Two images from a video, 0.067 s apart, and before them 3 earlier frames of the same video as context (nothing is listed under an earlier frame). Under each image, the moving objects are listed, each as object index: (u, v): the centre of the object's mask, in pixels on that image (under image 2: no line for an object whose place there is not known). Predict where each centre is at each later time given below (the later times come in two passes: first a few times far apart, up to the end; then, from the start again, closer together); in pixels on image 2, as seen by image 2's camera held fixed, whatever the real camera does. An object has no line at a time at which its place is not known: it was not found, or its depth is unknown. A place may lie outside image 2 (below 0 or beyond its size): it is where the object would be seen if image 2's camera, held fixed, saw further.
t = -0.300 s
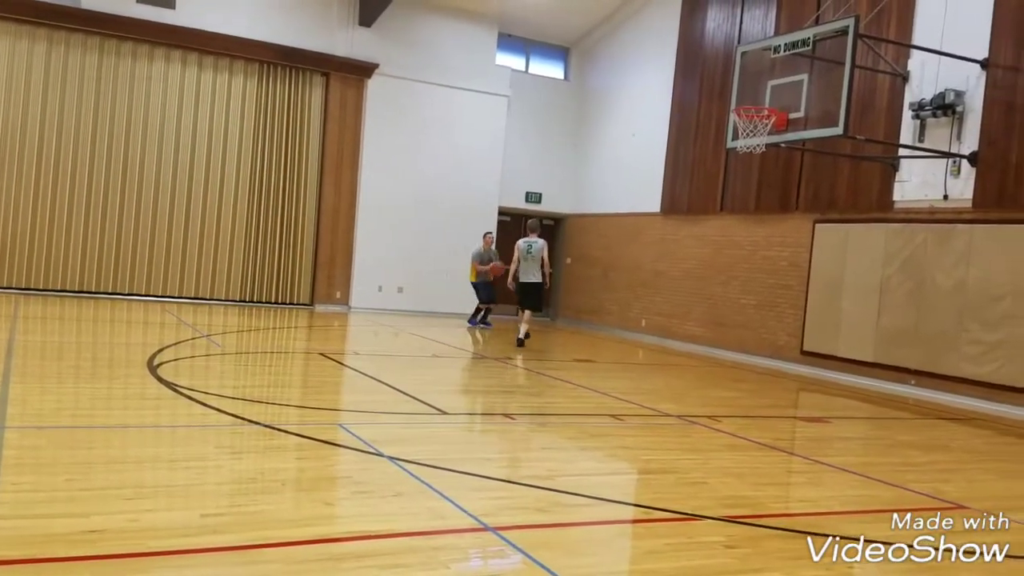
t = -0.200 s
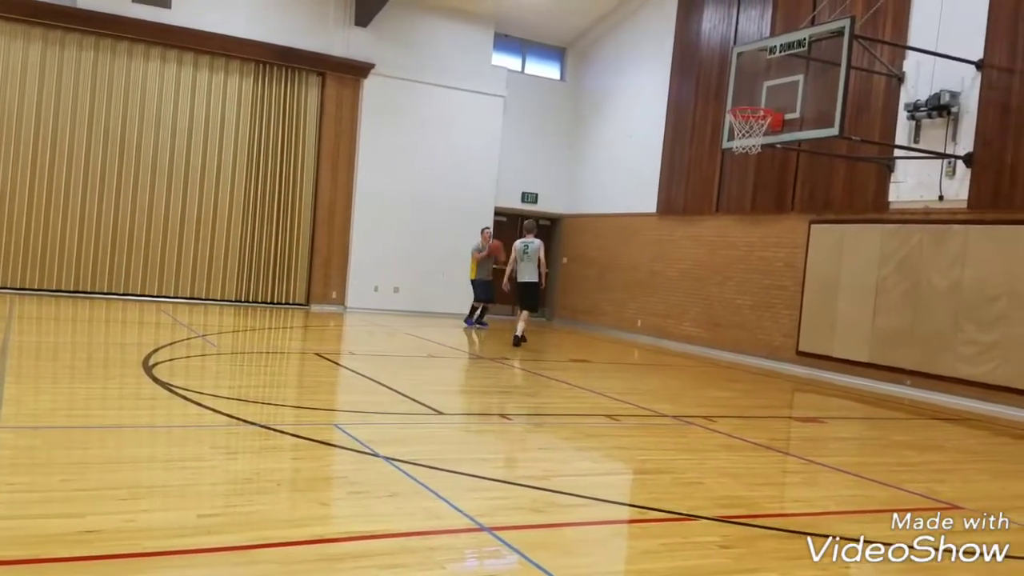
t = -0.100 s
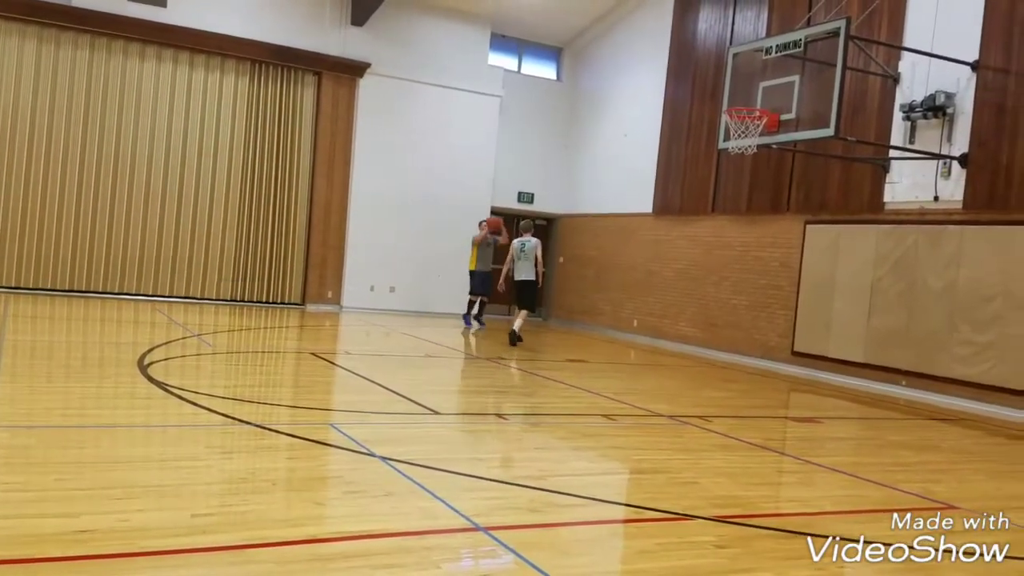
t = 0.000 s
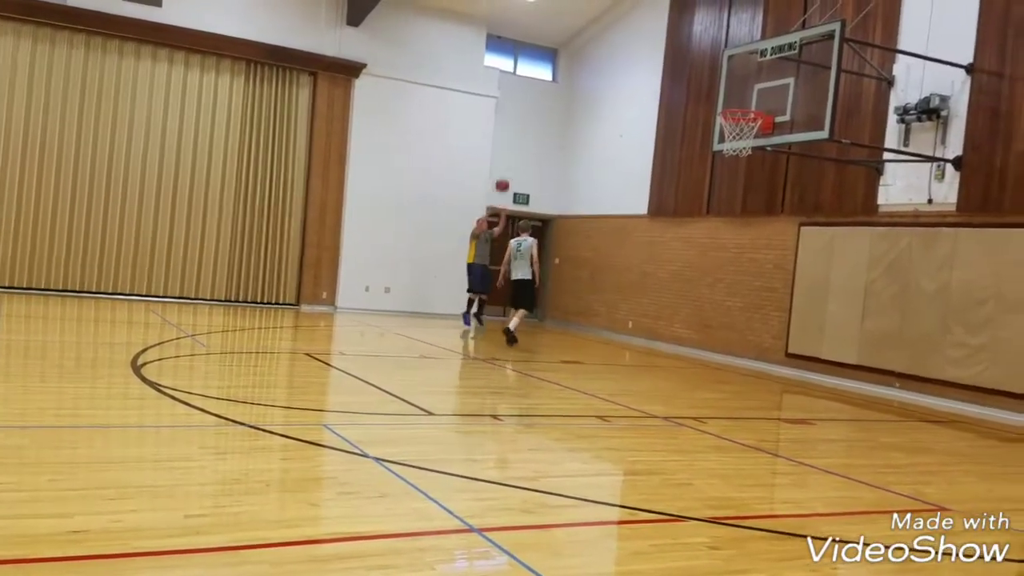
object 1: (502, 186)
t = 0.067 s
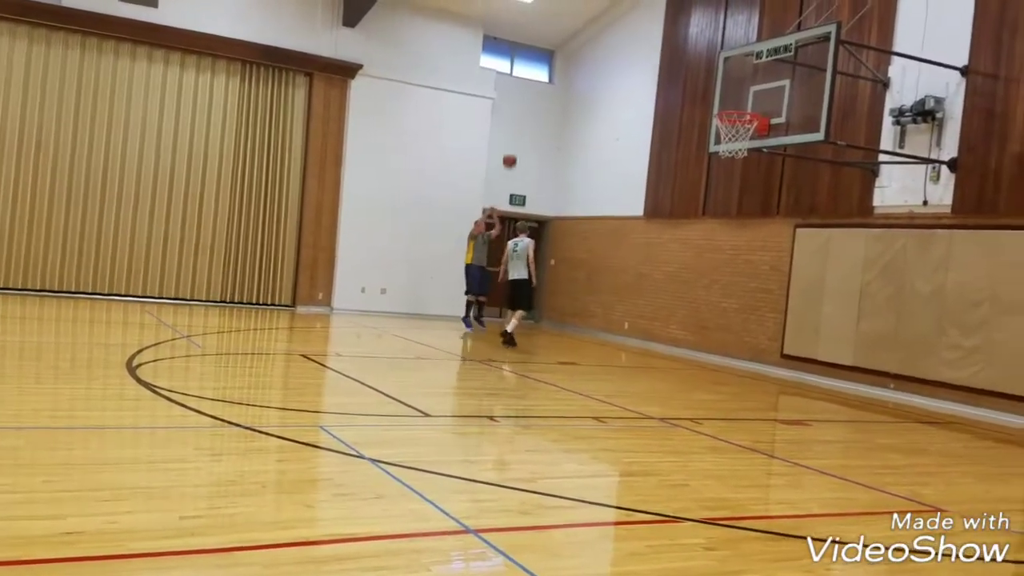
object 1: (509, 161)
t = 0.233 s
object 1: (537, 103)
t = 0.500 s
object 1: (585, 37)
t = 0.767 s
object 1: (635, 14)
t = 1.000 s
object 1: (682, 36)
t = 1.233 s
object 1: (729, 106)
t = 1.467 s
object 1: (756, 148)
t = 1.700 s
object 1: (771, 210)
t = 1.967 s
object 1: (781, 354)
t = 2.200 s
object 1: (784, 322)
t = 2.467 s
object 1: (781, 251)
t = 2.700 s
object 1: (772, 243)
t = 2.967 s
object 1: (755, 298)
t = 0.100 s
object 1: (515, 149)
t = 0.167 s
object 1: (526, 125)
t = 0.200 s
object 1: (532, 114)
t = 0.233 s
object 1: (537, 103)
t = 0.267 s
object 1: (543, 93)
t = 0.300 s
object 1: (549, 84)
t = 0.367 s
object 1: (560, 65)
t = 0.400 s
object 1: (567, 57)
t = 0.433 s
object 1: (573, 50)
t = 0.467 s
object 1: (579, 43)
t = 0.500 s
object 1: (585, 37)
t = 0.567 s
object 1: (597, 27)
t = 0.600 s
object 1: (603, 23)
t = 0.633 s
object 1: (609, 19)
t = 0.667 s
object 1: (615, 17)
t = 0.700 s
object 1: (622, 15)
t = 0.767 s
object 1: (635, 14)
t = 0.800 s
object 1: (641, 14)
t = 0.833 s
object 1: (648, 16)
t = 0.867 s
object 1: (654, 18)
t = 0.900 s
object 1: (659, 21)
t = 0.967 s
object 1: (677, 30)
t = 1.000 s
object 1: (682, 36)
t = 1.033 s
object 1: (688, 45)
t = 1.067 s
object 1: (695, 54)
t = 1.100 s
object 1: (703, 63)
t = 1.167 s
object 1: (714, 85)
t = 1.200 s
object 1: (722, 98)
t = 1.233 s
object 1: (729, 106)
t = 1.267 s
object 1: (734, 119)
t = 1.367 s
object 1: (750, 137)
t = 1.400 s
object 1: (752, 139)
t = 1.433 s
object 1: (755, 145)
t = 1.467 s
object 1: (756, 148)
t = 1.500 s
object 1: (758, 151)
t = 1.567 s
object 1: (762, 167)
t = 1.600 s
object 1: (764, 177)
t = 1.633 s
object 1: (766, 187)
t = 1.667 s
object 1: (768, 199)
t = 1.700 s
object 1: (771, 210)
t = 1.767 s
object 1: (774, 241)
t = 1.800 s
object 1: (774, 257)
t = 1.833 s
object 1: (776, 274)
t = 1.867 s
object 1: (776, 293)
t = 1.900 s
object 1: (777, 312)
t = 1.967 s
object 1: (781, 354)
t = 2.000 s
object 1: (781, 376)
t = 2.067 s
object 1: (783, 382)
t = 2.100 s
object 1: (783, 365)
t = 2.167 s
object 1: (783, 335)
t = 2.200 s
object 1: (784, 322)
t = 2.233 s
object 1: (784, 309)
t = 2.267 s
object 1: (783, 298)
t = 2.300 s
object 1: (784, 287)
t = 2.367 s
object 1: (782, 270)
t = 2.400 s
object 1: (781, 263)
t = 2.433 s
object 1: (782, 257)
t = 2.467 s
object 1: (781, 251)
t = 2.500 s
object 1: (780, 247)
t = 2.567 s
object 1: (777, 241)
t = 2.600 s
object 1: (776, 241)
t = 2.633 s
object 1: (775, 240)
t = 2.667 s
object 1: (774, 241)
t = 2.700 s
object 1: (772, 243)
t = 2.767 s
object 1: (769, 252)
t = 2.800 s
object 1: (767, 257)
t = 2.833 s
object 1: (765, 263)
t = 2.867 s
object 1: (763, 270)
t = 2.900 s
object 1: (761, 279)
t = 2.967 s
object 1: (755, 298)
